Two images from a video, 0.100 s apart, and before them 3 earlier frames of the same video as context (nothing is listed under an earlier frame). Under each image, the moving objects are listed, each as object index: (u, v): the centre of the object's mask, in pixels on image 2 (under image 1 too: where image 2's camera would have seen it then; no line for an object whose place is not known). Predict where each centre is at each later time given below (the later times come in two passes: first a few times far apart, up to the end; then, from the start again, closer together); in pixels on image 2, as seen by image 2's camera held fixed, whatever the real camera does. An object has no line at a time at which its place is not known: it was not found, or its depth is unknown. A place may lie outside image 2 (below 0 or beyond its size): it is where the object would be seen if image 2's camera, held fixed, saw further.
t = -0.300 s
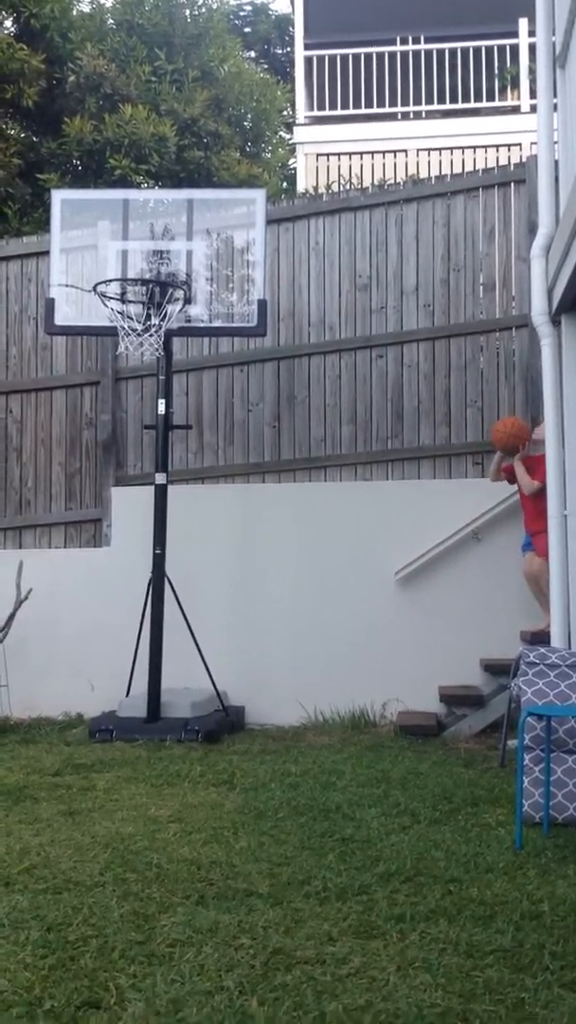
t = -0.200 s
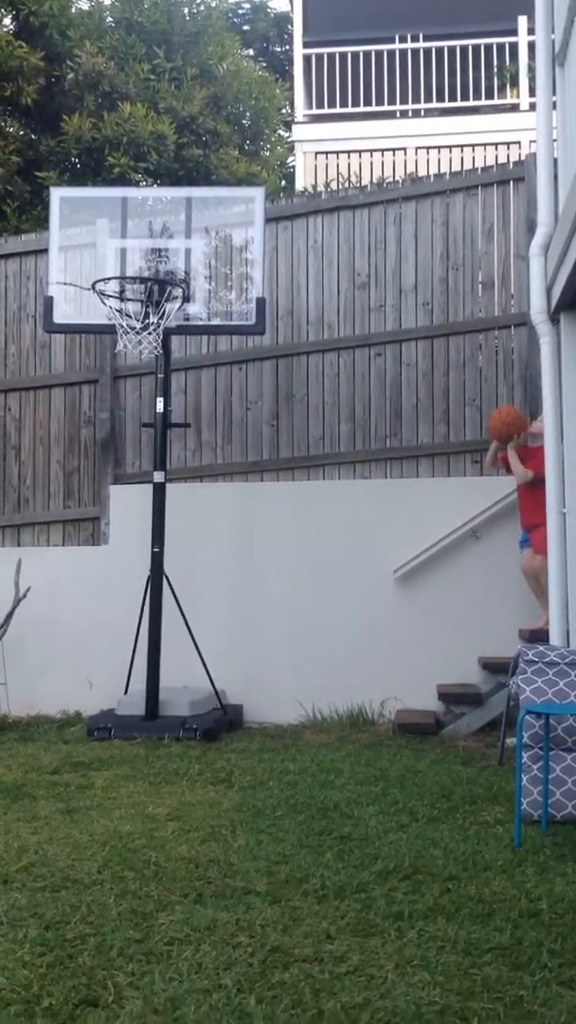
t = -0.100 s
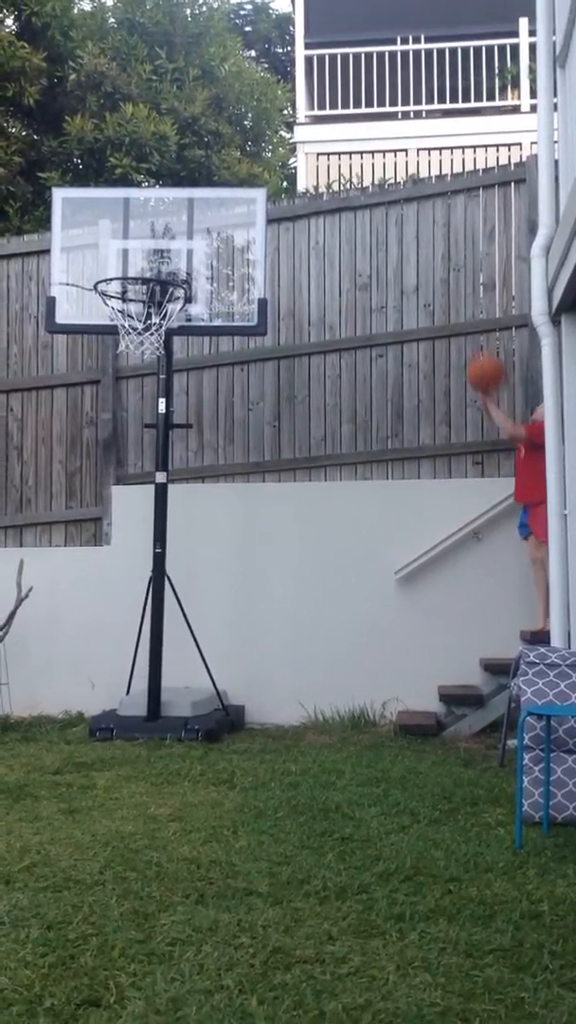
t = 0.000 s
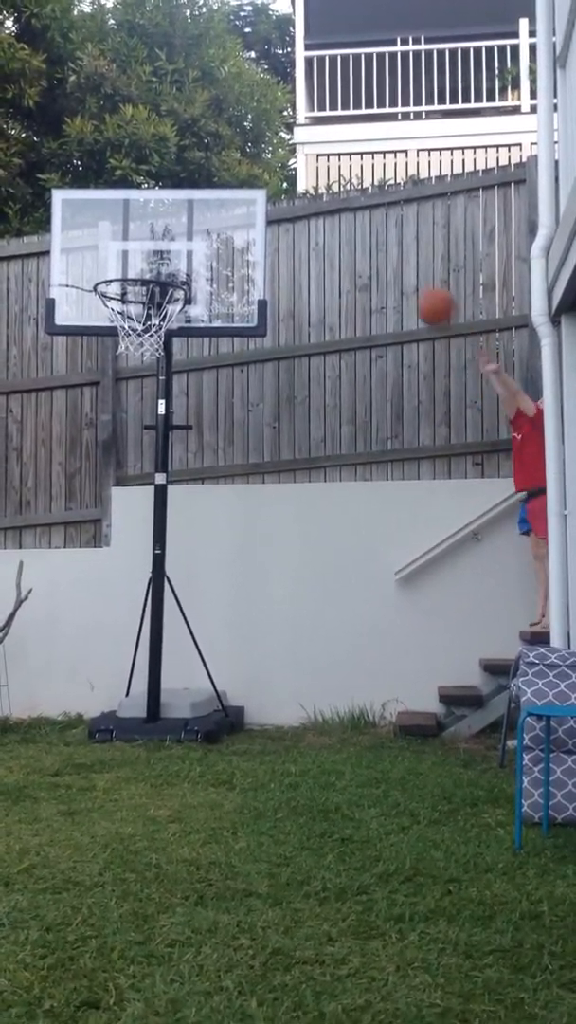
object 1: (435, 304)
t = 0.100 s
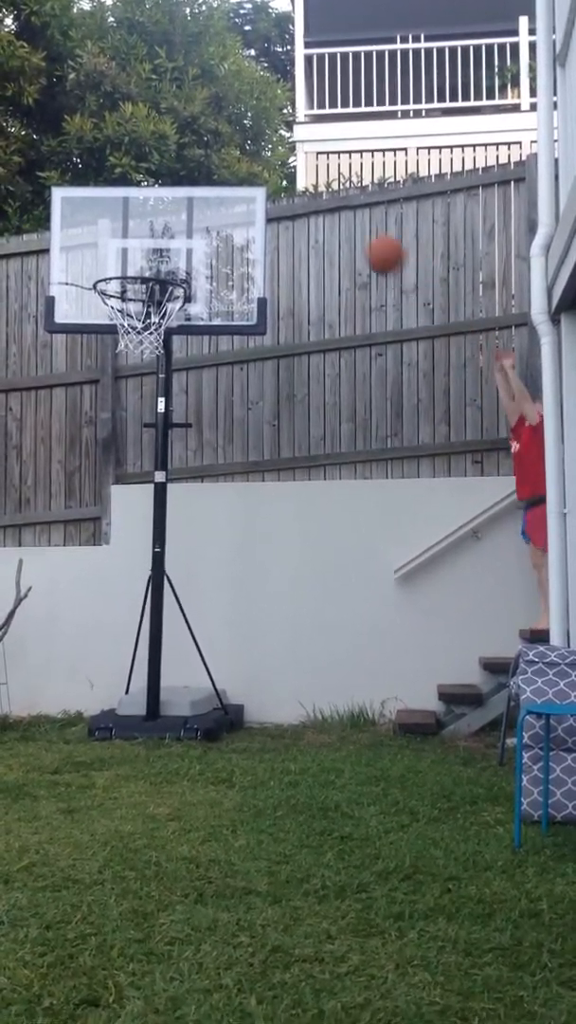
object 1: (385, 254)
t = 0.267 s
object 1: (301, 207)
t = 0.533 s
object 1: (166, 225)
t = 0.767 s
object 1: (133, 238)
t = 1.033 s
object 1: (203, 249)
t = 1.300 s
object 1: (275, 399)
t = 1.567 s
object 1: (350, 704)
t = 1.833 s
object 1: (385, 547)
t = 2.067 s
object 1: (415, 464)
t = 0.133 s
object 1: (368, 242)
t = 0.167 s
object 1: (351, 230)
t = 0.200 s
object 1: (335, 220)
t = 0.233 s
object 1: (318, 213)
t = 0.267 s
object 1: (301, 207)
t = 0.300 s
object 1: (285, 203)
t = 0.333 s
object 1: (270, 201)
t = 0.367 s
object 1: (252, 200)
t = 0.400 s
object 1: (235, 203)
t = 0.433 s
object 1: (218, 205)
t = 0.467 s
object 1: (200, 210)
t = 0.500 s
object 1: (183, 217)
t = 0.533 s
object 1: (166, 225)
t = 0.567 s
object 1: (149, 236)
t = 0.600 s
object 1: (132, 248)
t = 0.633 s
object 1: (115, 261)
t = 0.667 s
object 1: (109, 266)
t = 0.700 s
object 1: (117, 256)
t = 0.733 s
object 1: (125, 246)
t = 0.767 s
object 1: (133, 238)
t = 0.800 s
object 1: (141, 232)
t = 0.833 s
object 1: (150, 228)
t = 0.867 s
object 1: (158, 226)
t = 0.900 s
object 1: (167, 226)
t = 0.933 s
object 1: (175, 229)
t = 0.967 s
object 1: (184, 233)
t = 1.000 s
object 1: (194, 240)
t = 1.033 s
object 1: (203, 249)
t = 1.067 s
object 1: (212, 259)
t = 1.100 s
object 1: (221, 273)
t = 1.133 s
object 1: (229, 287)
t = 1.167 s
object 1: (238, 305)
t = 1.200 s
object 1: (248, 326)
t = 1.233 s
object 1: (256, 346)
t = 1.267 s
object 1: (266, 372)
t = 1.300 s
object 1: (275, 399)
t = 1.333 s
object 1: (284, 428)
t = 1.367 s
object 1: (292, 460)
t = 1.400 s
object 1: (303, 494)
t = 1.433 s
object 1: (312, 529)
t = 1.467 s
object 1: (321, 568)
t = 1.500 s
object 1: (330, 610)
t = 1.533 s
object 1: (340, 654)
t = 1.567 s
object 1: (350, 704)
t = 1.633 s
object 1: (364, 710)
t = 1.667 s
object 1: (368, 677)
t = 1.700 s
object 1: (371, 646)
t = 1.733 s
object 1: (374, 618)
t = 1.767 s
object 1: (378, 592)
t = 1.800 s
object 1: (381, 569)
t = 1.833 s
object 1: (385, 547)
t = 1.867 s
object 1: (389, 529)
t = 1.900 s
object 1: (393, 512)
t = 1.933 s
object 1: (398, 498)
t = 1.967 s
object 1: (402, 486)
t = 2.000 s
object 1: (406, 476)
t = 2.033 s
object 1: (411, 469)
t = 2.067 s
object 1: (415, 464)
